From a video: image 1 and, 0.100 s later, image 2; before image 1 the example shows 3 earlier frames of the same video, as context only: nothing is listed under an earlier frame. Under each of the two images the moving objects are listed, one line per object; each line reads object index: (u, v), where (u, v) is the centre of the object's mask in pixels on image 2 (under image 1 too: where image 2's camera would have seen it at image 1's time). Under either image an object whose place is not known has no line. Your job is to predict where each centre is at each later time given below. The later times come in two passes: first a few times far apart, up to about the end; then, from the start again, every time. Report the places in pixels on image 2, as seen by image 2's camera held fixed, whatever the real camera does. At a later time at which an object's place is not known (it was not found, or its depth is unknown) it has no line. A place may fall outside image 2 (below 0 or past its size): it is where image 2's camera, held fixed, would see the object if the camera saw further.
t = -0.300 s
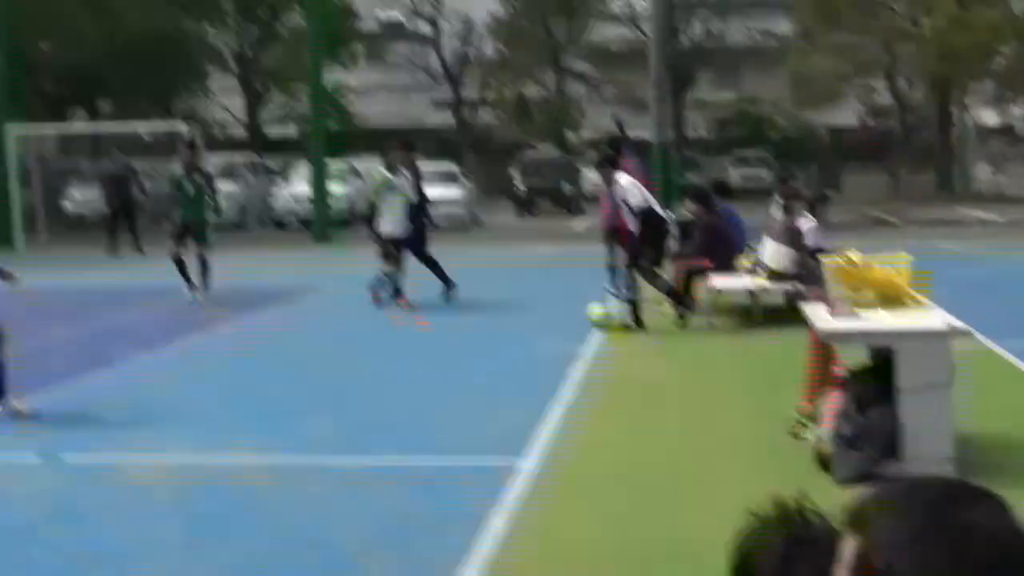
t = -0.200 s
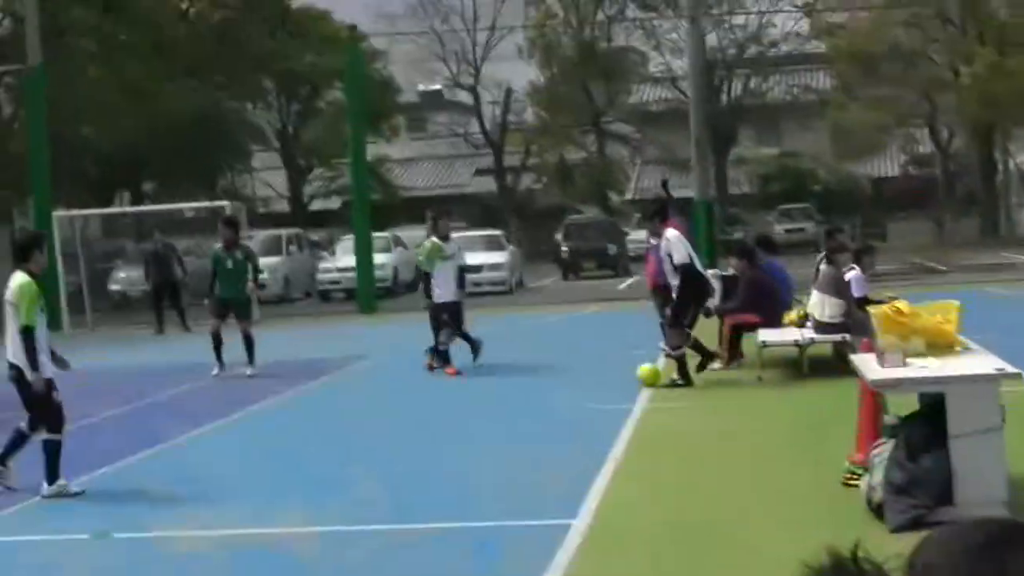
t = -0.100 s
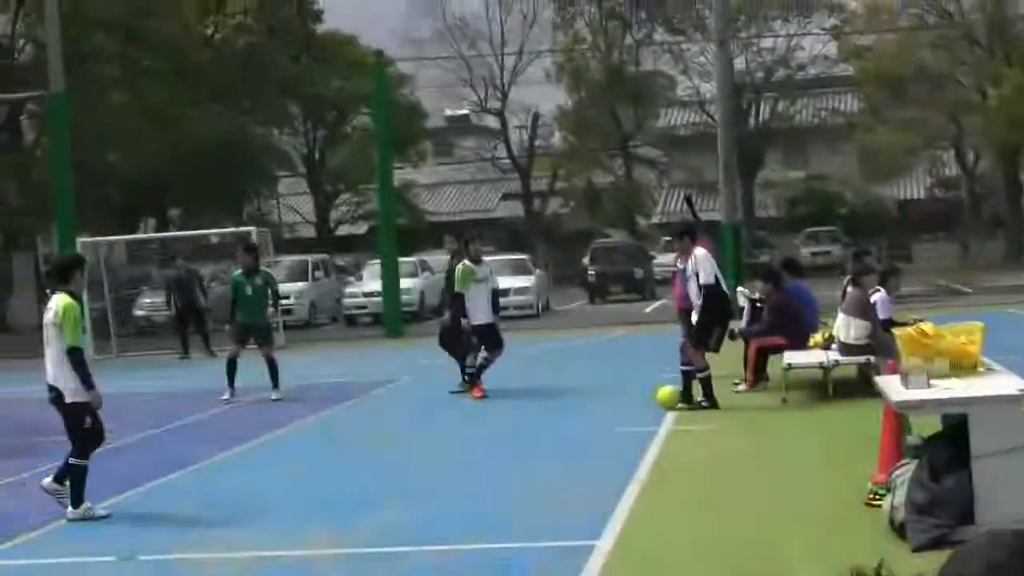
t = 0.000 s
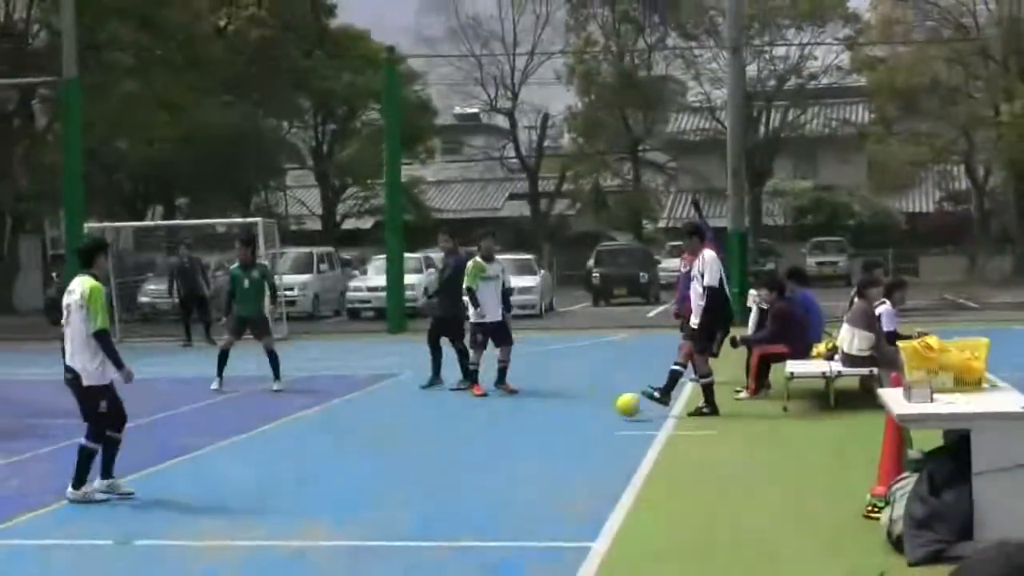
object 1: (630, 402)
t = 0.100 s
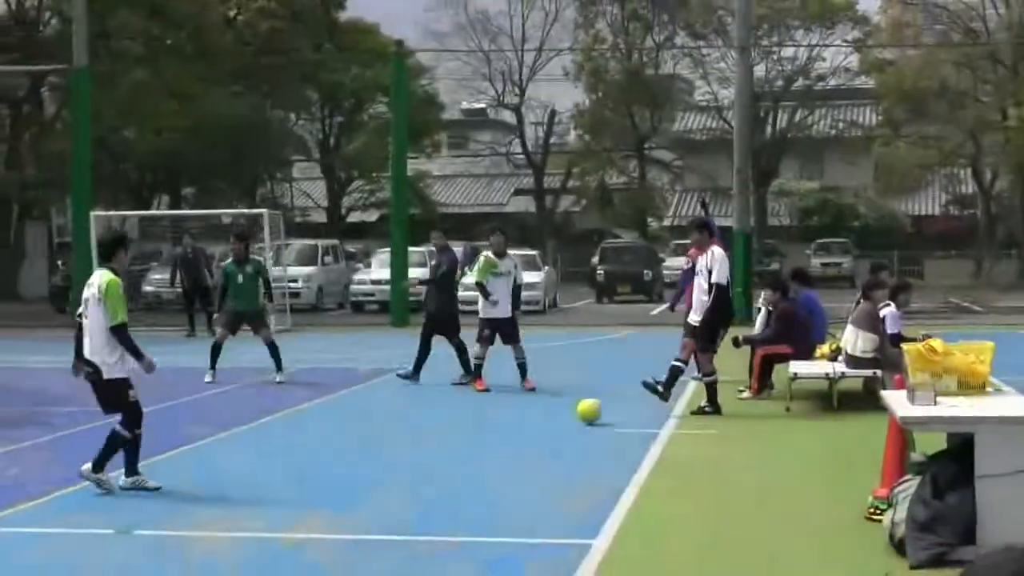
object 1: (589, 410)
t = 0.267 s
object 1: (525, 419)
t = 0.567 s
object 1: (424, 433)
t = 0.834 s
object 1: (343, 445)
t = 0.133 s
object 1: (575, 411)
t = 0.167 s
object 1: (563, 414)
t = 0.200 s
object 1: (550, 417)
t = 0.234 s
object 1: (537, 418)
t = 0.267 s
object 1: (525, 419)
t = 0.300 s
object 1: (512, 422)
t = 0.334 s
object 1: (500, 423)
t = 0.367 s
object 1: (488, 424)
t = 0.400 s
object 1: (476, 427)
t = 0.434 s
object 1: (465, 428)
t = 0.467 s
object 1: (454, 429)
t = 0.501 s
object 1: (444, 431)
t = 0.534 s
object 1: (433, 432)
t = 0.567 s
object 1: (424, 433)
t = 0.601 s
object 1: (414, 434)
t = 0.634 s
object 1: (404, 437)
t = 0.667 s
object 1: (394, 437)
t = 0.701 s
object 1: (384, 438)
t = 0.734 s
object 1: (374, 440)
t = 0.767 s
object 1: (363, 441)
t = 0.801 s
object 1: (353, 443)
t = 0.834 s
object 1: (343, 445)
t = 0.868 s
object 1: (332, 447)
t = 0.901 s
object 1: (322, 449)
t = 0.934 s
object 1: (312, 450)
